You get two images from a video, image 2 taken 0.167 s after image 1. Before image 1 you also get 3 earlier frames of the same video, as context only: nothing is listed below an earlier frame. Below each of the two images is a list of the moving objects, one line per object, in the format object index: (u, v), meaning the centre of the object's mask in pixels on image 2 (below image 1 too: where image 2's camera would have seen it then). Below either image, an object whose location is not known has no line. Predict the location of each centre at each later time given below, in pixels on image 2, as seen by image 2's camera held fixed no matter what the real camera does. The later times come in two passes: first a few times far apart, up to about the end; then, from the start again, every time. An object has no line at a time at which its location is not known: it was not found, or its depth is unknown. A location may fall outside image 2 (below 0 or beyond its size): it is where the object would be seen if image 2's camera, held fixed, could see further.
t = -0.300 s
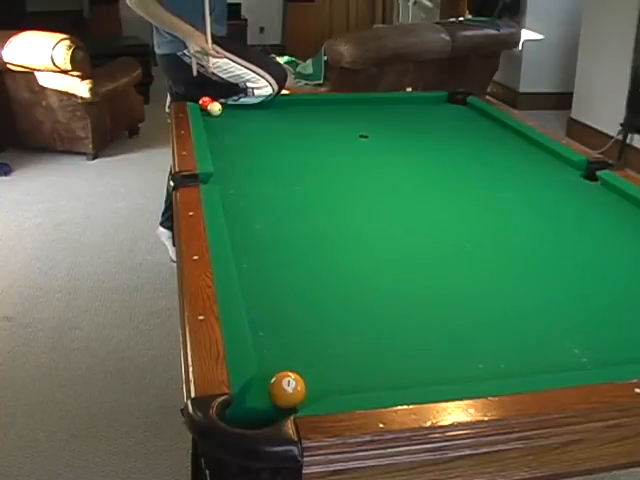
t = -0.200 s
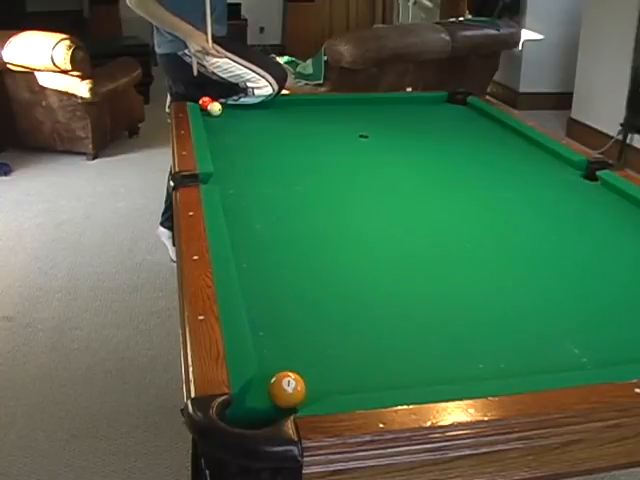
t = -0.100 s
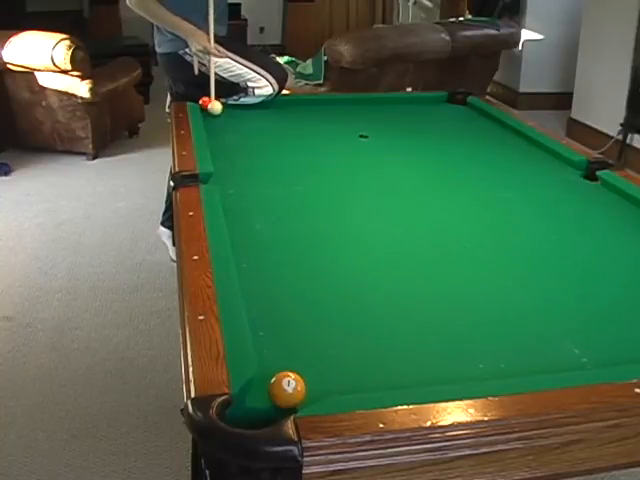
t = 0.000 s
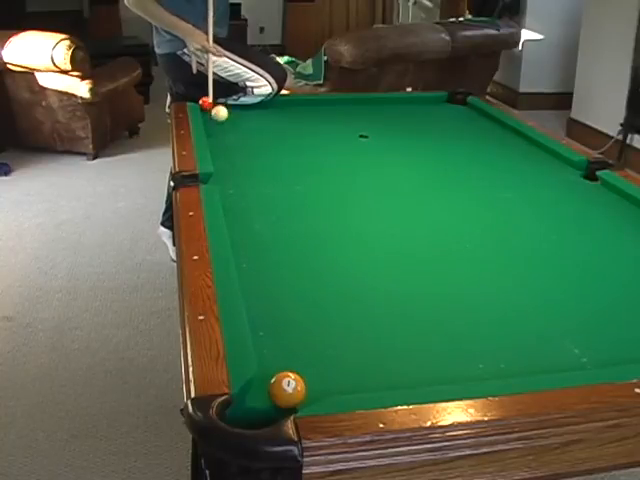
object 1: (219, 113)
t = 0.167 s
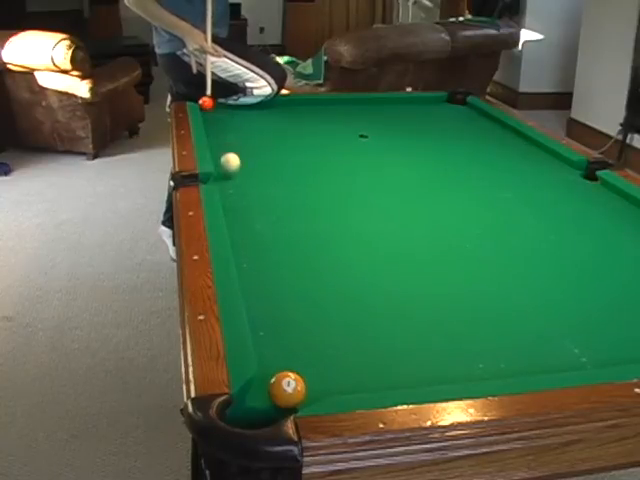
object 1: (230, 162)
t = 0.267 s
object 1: (237, 194)
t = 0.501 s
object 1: (254, 289)
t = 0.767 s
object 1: (279, 366)
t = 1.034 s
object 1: (265, 323)
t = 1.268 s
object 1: (250, 267)
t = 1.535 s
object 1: (239, 217)
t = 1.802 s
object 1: (232, 180)
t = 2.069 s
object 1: (226, 153)
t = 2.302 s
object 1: (222, 134)
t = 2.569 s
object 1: (218, 116)
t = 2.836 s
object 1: (220, 103)
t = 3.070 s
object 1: (239, 104)
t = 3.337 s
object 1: (259, 107)
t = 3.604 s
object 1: (279, 112)
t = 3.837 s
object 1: (295, 115)
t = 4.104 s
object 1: (314, 118)
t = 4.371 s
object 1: (333, 122)
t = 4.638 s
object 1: (350, 125)
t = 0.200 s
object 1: (232, 174)
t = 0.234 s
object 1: (235, 184)
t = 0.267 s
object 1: (237, 194)
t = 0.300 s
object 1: (239, 206)
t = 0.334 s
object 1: (242, 218)
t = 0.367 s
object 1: (244, 231)
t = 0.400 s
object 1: (246, 244)
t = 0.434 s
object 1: (249, 258)
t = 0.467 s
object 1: (251, 273)
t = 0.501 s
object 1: (254, 289)
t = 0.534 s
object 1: (259, 304)
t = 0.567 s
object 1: (264, 321)
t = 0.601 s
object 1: (270, 338)
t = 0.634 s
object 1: (276, 355)
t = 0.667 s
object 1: (280, 366)
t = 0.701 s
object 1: (281, 370)
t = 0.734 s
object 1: (280, 368)
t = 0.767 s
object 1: (279, 366)
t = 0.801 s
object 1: (277, 362)
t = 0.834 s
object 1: (275, 359)
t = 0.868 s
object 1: (272, 354)
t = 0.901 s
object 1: (269, 349)
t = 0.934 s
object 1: (269, 343)
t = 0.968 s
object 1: (268, 337)
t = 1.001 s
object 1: (267, 330)
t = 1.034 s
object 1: (265, 323)
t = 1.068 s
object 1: (263, 315)
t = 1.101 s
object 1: (260, 307)
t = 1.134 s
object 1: (257, 299)
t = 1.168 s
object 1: (254, 291)
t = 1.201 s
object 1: (253, 283)
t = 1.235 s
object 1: (251, 275)
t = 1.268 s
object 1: (250, 267)
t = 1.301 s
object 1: (248, 260)
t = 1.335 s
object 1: (247, 253)
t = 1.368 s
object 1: (245, 246)
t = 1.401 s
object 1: (244, 240)
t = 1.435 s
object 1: (243, 234)
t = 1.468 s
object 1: (242, 228)
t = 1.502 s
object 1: (240, 222)
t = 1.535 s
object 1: (239, 217)
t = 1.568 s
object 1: (238, 212)
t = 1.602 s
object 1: (237, 207)
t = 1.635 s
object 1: (236, 202)
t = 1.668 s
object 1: (235, 197)
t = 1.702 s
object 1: (235, 193)
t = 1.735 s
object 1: (234, 188)
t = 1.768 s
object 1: (233, 184)
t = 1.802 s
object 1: (232, 180)
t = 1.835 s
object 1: (231, 176)
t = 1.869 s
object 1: (231, 173)
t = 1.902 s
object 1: (230, 169)
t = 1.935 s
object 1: (229, 166)
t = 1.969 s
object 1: (228, 163)
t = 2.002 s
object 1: (227, 159)
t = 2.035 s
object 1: (227, 156)
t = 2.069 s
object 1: (226, 153)
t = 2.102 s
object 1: (225, 150)
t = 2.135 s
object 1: (225, 147)
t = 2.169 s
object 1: (224, 144)
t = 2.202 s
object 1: (224, 142)
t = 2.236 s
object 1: (223, 139)
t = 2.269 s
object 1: (222, 136)
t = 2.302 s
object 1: (222, 134)
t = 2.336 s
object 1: (222, 132)
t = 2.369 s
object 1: (221, 129)
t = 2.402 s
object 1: (220, 127)
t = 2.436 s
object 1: (220, 125)
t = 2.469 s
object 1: (220, 122)
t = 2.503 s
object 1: (219, 120)
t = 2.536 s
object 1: (219, 118)
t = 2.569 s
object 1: (218, 116)
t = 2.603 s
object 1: (218, 115)
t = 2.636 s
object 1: (218, 112)
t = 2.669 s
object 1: (217, 111)
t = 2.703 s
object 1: (217, 109)
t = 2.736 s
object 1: (217, 107)
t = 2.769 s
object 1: (216, 105)
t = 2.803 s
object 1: (218, 104)
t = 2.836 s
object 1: (220, 103)
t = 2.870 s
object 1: (223, 102)
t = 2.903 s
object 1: (226, 102)
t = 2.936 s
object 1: (229, 102)
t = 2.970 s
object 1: (231, 103)
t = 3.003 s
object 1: (234, 103)
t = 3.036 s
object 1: (236, 104)
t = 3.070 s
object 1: (239, 104)
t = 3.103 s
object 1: (241, 105)
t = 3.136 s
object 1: (244, 105)
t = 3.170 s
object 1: (246, 105)
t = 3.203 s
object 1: (249, 106)
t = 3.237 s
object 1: (252, 106)
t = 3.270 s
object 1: (254, 107)
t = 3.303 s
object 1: (257, 107)
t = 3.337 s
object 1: (259, 107)
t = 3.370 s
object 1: (262, 108)
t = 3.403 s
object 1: (264, 109)
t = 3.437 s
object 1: (267, 109)
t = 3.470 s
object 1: (269, 110)
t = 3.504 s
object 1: (272, 110)
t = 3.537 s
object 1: (274, 111)
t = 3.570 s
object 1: (277, 111)
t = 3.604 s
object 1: (279, 112)
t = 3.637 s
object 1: (281, 112)
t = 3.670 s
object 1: (284, 112)
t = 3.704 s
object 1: (286, 113)
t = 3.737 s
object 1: (289, 113)
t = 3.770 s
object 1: (291, 114)
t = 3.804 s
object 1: (293, 114)
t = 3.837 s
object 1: (295, 115)
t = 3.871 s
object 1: (298, 115)
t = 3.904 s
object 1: (300, 116)
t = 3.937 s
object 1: (303, 116)
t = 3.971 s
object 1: (305, 116)
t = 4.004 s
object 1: (308, 117)
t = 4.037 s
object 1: (310, 117)
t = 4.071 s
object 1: (312, 118)
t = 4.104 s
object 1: (314, 118)
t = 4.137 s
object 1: (317, 119)
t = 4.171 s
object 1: (319, 119)
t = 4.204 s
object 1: (321, 119)
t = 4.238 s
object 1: (324, 120)
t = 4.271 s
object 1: (326, 120)
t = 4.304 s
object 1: (328, 121)
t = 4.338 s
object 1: (331, 121)
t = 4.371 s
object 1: (333, 122)
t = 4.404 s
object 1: (335, 122)
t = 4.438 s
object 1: (337, 123)
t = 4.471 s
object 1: (339, 123)
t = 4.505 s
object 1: (342, 123)
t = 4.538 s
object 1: (344, 124)
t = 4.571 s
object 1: (346, 124)
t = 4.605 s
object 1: (348, 125)
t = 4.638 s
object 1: (350, 125)
